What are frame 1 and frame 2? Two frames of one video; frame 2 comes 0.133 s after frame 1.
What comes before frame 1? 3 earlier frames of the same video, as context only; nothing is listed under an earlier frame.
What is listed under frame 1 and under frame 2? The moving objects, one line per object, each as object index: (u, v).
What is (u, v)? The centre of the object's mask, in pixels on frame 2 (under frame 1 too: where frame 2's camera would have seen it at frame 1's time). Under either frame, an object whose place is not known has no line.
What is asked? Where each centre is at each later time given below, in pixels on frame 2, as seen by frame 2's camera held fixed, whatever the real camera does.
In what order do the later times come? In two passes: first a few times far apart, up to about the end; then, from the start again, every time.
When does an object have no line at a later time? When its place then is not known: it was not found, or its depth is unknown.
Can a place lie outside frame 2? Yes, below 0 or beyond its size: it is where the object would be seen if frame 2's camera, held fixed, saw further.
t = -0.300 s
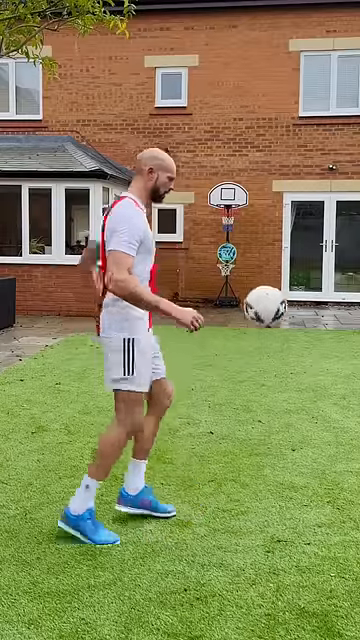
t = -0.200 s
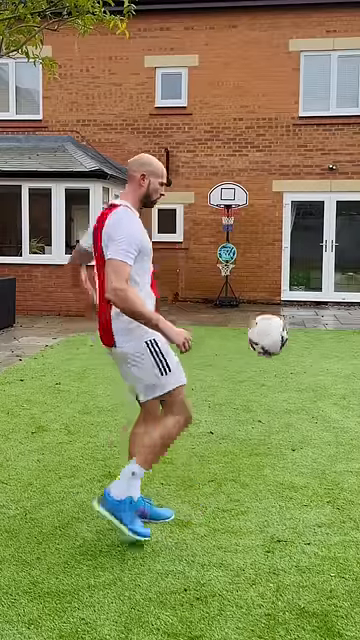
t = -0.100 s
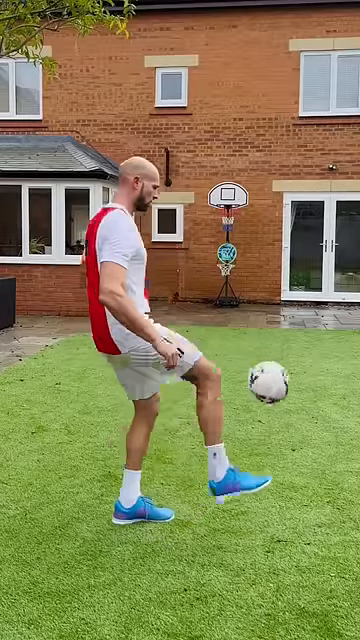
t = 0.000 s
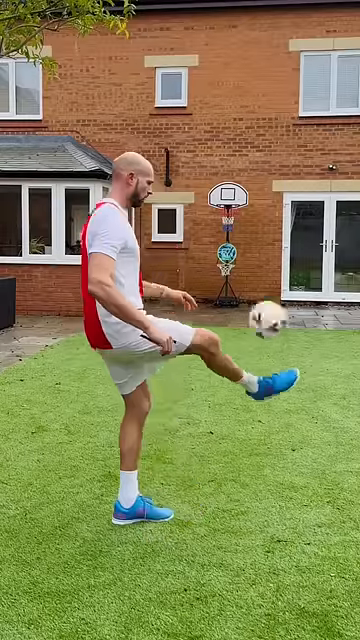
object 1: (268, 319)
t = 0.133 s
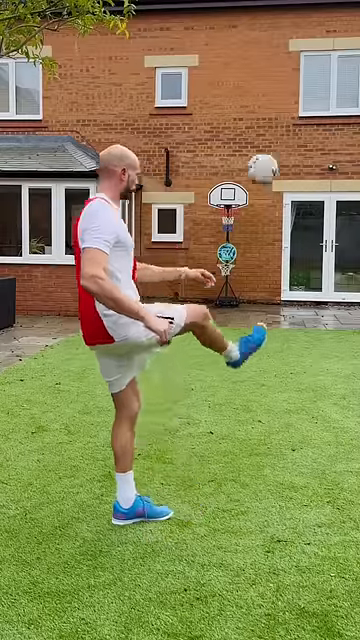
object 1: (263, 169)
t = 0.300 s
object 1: (256, 73)
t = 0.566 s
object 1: (246, 32)
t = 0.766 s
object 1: (241, 48)
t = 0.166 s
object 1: (261, 143)
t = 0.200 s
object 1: (260, 121)
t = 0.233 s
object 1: (258, 103)
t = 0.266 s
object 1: (257, 87)
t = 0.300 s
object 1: (256, 73)
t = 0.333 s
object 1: (255, 62)
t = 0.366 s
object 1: (253, 53)
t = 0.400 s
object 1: (252, 45)
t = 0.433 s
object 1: (250, 40)
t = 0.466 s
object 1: (249, 37)
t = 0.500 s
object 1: (248, 34)
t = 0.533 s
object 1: (247, 32)
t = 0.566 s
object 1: (246, 32)
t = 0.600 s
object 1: (245, 32)
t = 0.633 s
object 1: (244, 33)
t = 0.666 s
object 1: (243, 36)
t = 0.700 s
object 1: (242, 40)
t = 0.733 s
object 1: (241, 43)
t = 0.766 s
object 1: (241, 48)
